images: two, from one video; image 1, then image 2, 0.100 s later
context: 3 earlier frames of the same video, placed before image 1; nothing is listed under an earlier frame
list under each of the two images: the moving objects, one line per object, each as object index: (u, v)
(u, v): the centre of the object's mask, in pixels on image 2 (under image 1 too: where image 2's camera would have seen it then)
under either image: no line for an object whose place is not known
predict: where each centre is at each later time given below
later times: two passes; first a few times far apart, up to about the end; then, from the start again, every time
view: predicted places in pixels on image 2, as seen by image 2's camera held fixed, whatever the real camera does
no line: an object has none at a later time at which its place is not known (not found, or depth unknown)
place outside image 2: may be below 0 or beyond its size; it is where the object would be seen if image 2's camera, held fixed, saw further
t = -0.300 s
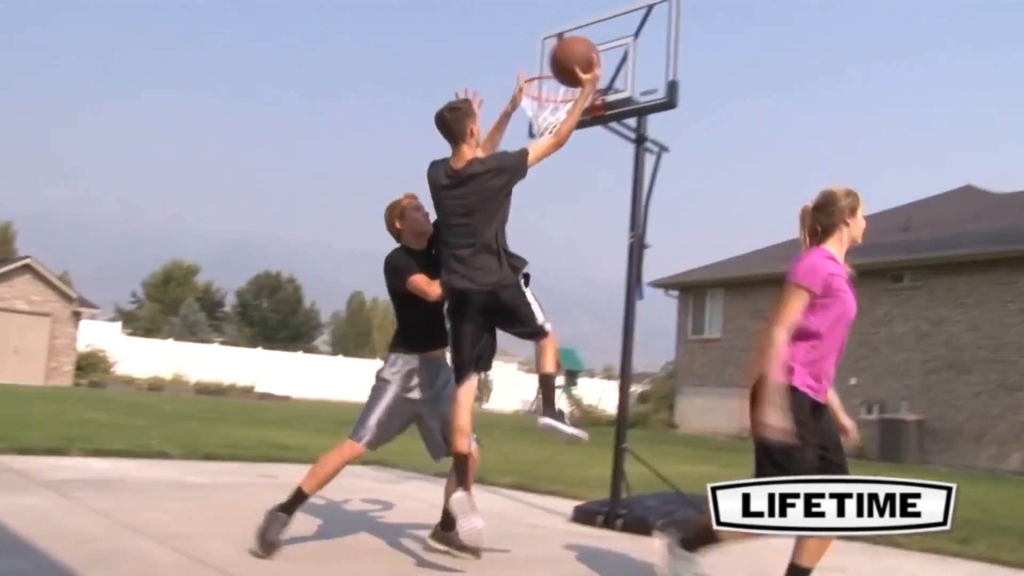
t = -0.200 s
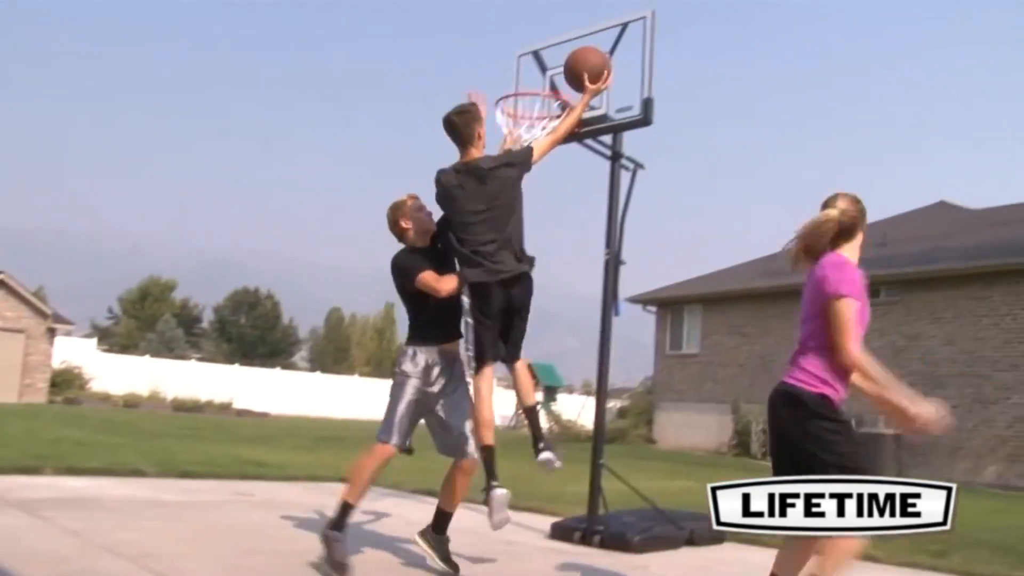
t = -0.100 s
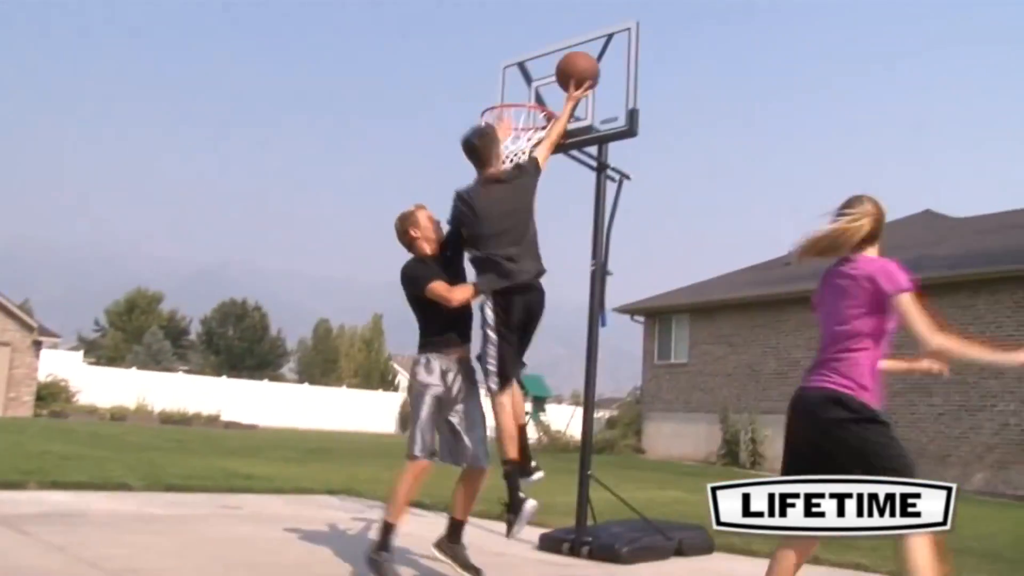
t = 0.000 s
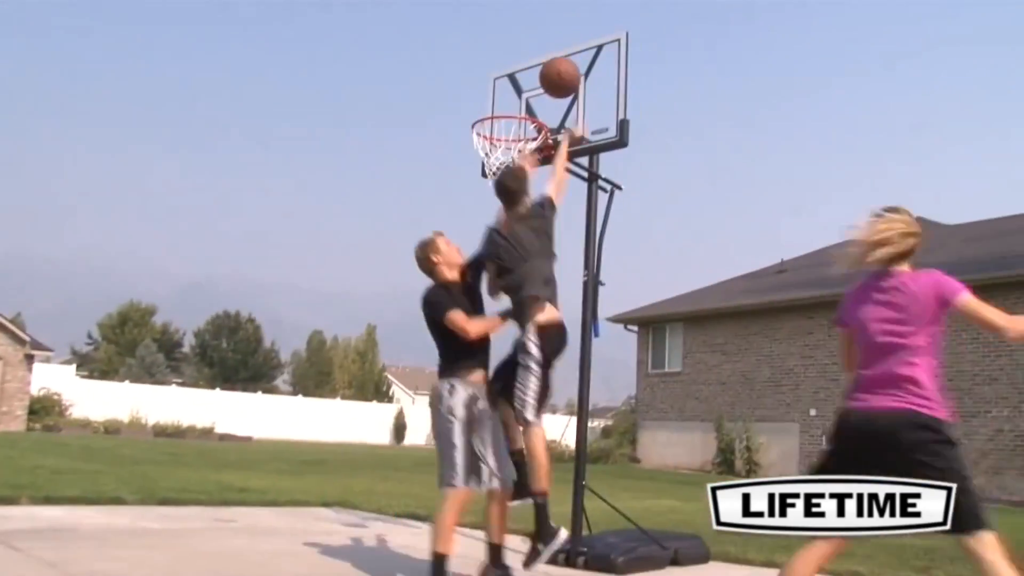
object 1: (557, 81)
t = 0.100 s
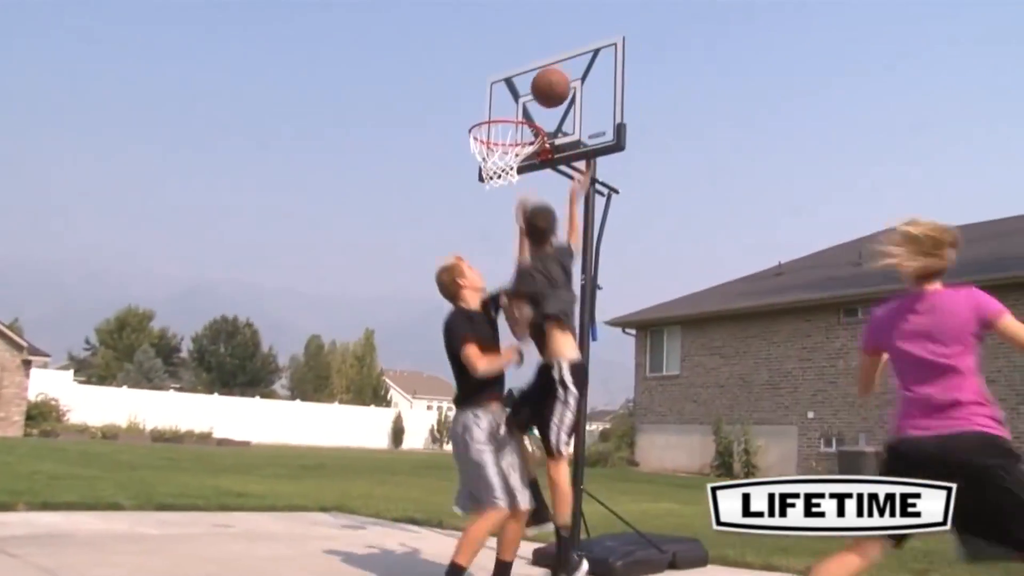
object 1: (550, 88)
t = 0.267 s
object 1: (542, 118)
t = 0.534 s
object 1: (498, 114)
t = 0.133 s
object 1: (548, 93)
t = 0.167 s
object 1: (546, 100)
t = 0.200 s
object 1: (542, 108)
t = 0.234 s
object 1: (542, 115)
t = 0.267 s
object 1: (542, 118)
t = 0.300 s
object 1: (540, 118)
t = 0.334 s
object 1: (533, 114)
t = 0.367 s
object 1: (527, 111)
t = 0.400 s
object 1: (521, 108)
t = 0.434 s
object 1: (515, 107)
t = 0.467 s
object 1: (508, 110)
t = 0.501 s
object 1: (502, 112)
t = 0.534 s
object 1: (498, 114)
